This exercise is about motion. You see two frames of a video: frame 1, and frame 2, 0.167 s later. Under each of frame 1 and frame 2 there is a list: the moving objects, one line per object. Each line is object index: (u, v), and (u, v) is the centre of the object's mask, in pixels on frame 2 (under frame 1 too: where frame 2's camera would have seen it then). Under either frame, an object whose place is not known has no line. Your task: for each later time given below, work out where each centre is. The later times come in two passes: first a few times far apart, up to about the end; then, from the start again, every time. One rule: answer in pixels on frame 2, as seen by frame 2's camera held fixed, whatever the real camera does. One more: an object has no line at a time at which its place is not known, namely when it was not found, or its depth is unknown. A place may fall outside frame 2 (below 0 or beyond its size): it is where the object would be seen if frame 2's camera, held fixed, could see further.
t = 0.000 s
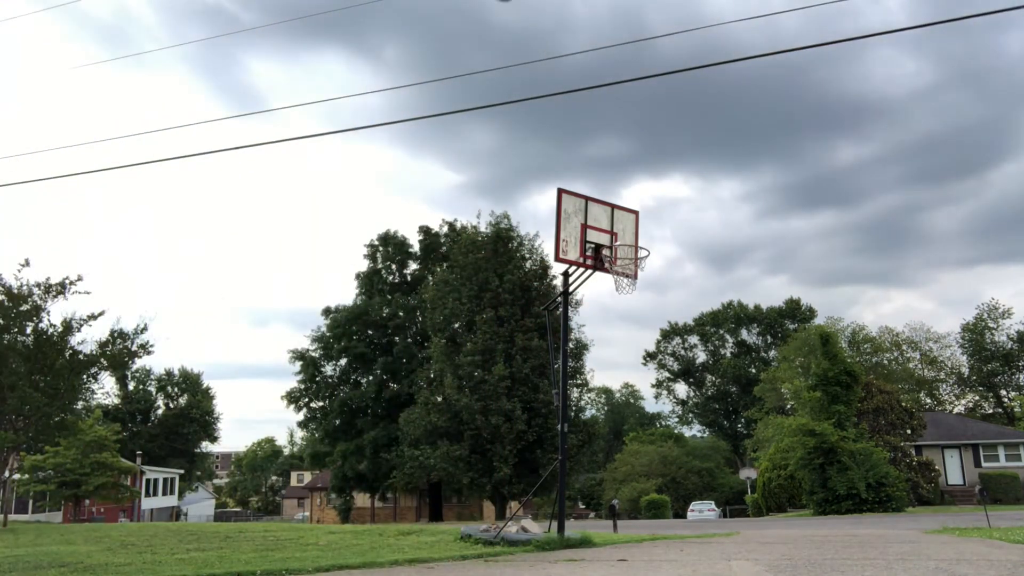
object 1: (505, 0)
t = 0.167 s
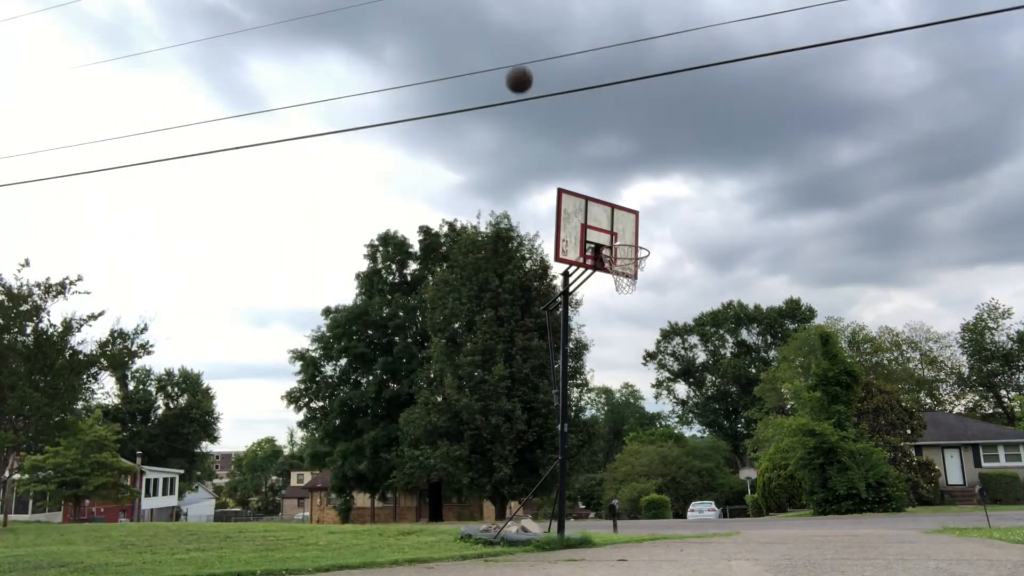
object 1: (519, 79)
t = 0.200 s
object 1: (521, 100)
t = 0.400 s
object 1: (536, 230)
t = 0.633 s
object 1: (553, 404)
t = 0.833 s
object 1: (553, 530)
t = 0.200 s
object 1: (521, 100)
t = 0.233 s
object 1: (524, 120)
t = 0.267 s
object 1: (527, 141)
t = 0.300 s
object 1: (529, 163)
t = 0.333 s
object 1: (532, 185)
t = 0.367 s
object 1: (534, 207)
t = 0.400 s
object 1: (536, 230)
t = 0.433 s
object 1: (539, 254)
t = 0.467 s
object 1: (541, 278)
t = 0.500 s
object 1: (544, 303)
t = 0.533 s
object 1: (546, 327)
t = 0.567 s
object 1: (548, 353)
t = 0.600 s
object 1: (551, 378)
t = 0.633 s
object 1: (553, 404)
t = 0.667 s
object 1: (555, 431)
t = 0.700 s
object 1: (558, 458)
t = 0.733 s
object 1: (559, 484)
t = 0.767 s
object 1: (558, 506)
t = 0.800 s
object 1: (555, 528)
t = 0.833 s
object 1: (553, 530)
